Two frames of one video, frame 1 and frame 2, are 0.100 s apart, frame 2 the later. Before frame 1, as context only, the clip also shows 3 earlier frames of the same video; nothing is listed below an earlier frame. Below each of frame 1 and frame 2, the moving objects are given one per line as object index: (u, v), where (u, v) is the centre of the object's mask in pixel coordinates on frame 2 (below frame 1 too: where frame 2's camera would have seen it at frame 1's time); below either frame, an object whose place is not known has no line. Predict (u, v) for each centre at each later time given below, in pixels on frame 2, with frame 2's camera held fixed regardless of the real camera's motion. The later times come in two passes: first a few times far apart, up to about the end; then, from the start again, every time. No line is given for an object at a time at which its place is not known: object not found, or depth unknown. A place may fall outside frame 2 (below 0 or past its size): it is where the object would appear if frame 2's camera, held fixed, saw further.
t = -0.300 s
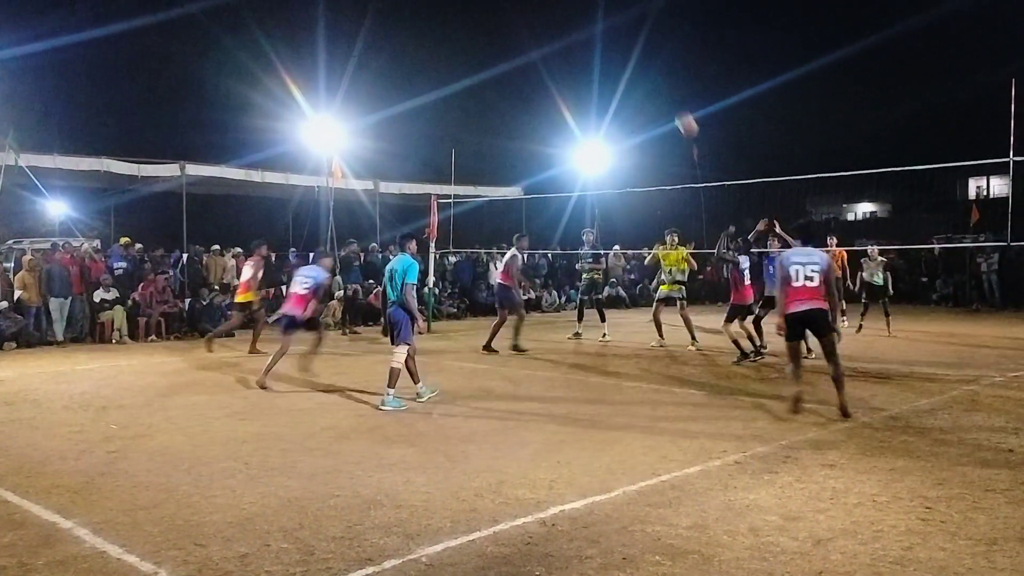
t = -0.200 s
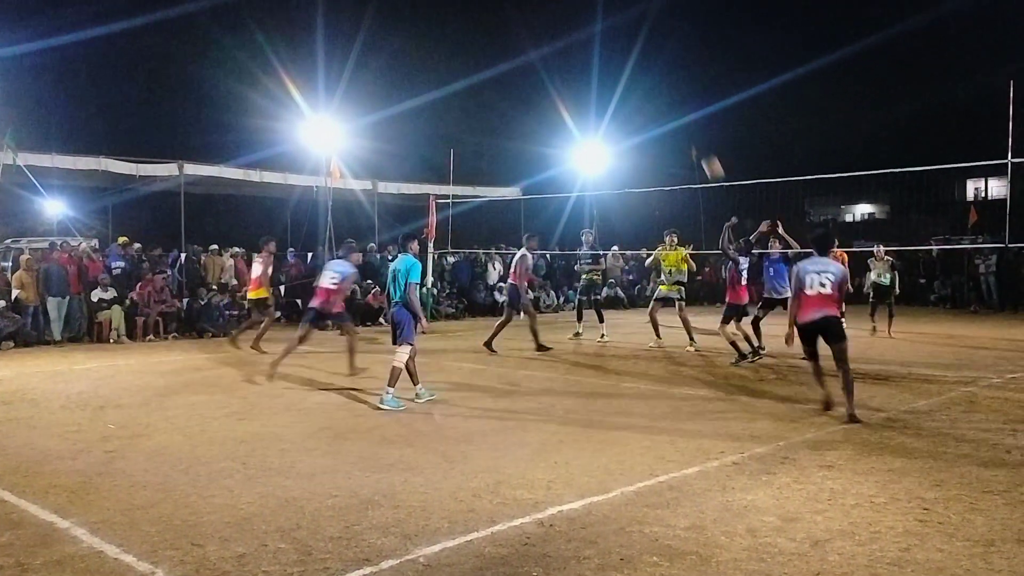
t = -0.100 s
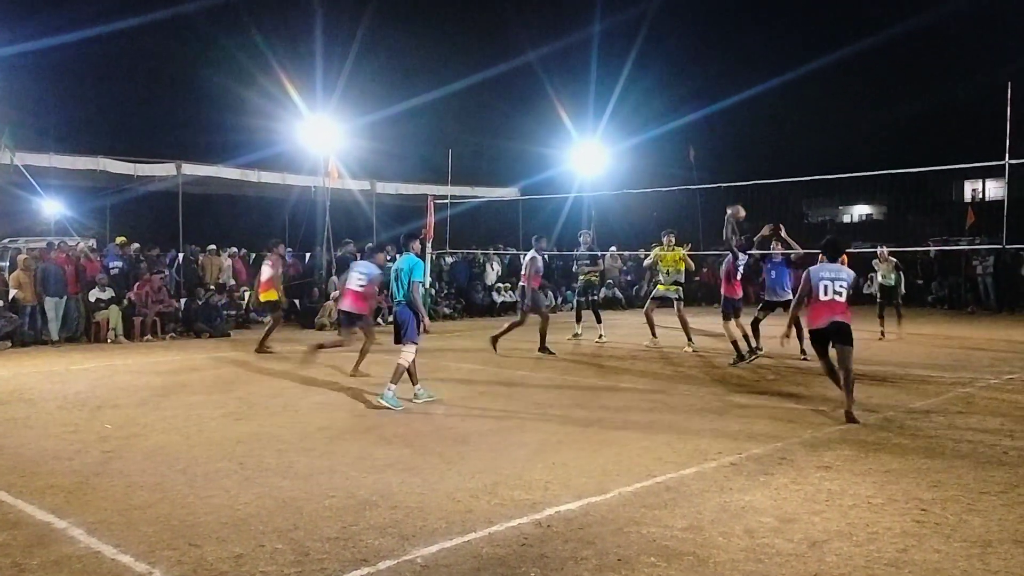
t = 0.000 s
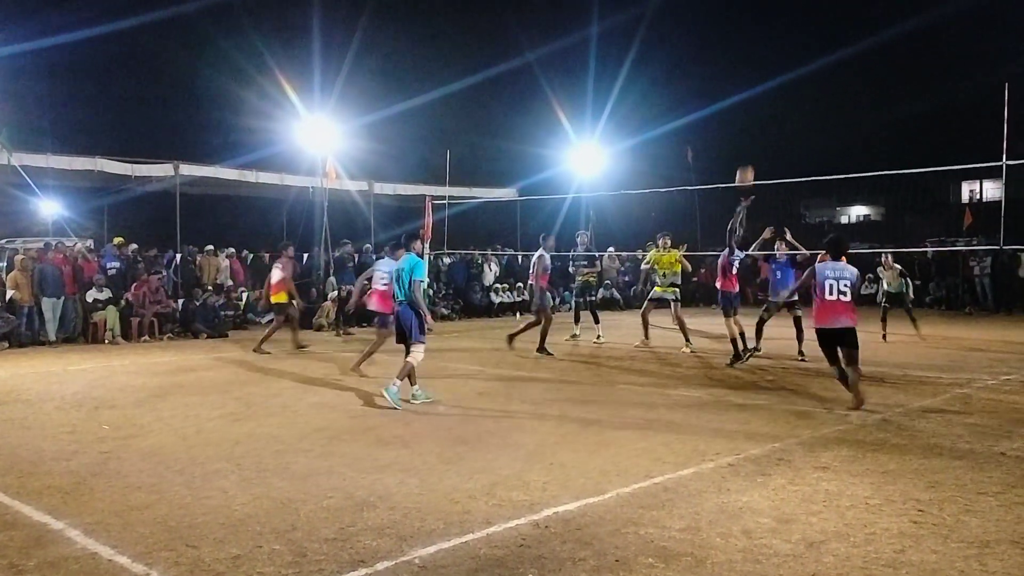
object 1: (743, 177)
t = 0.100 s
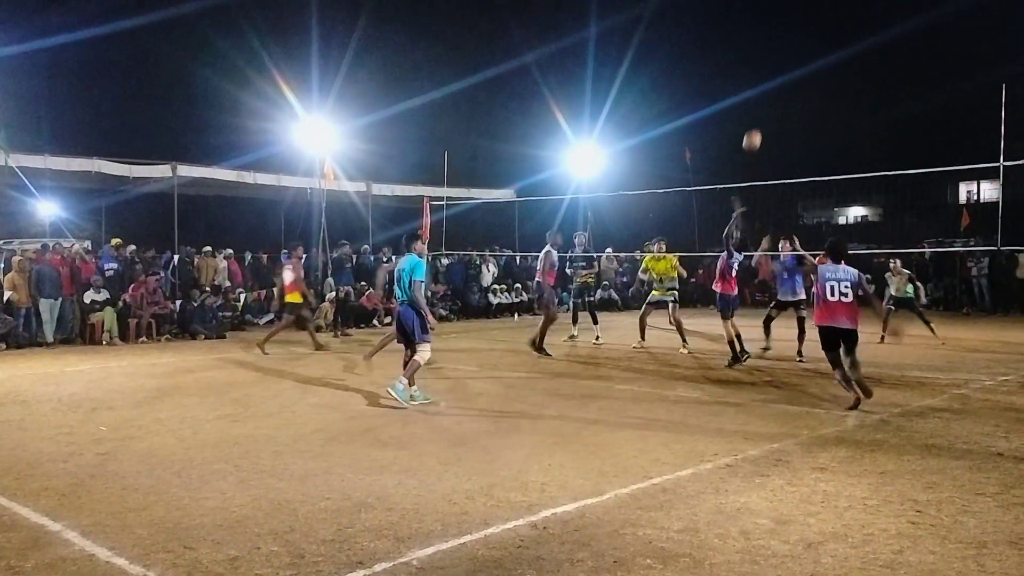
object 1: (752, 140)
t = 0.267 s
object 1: (768, 94)
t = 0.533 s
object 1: (796, 63)
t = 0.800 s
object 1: (824, 88)
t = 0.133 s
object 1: (755, 129)
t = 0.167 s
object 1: (758, 120)
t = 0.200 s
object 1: (762, 110)
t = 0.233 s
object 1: (765, 101)
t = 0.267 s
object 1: (768, 94)
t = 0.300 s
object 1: (771, 87)
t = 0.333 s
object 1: (775, 82)
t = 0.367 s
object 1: (778, 76)
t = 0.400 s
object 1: (782, 72)
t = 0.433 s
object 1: (785, 68)
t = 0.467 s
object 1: (789, 66)
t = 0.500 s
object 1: (792, 64)
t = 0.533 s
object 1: (796, 63)
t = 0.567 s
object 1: (799, 63)
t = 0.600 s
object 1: (803, 64)
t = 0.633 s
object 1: (807, 65)
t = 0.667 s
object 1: (810, 68)
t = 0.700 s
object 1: (814, 71)
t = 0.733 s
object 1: (817, 76)
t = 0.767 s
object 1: (821, 82)
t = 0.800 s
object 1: (824, 88)
